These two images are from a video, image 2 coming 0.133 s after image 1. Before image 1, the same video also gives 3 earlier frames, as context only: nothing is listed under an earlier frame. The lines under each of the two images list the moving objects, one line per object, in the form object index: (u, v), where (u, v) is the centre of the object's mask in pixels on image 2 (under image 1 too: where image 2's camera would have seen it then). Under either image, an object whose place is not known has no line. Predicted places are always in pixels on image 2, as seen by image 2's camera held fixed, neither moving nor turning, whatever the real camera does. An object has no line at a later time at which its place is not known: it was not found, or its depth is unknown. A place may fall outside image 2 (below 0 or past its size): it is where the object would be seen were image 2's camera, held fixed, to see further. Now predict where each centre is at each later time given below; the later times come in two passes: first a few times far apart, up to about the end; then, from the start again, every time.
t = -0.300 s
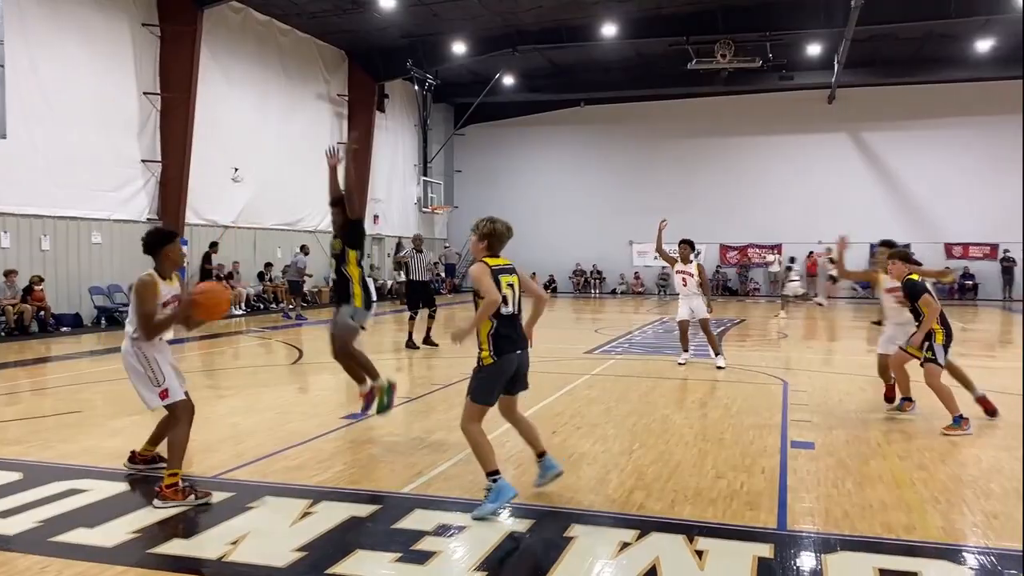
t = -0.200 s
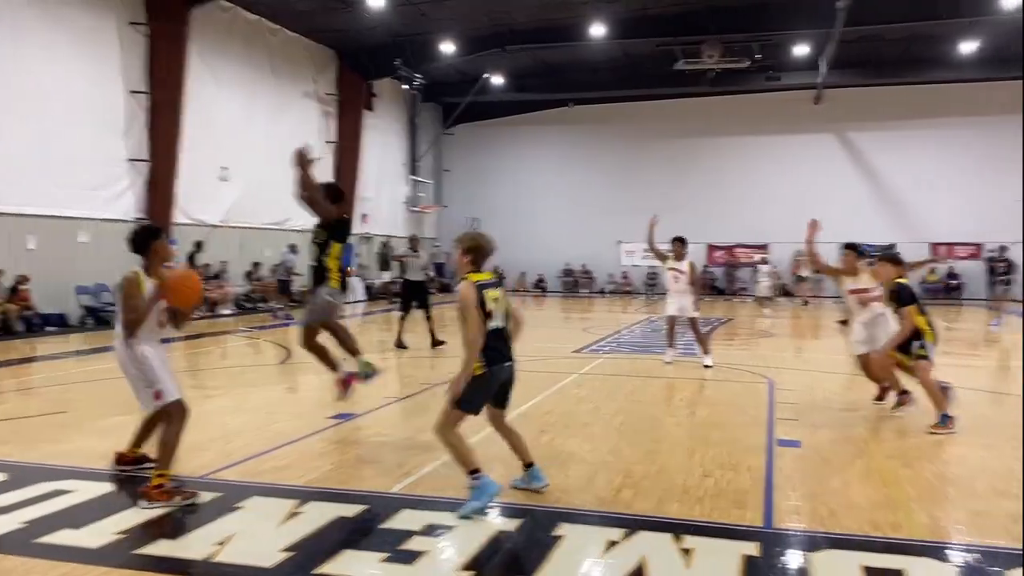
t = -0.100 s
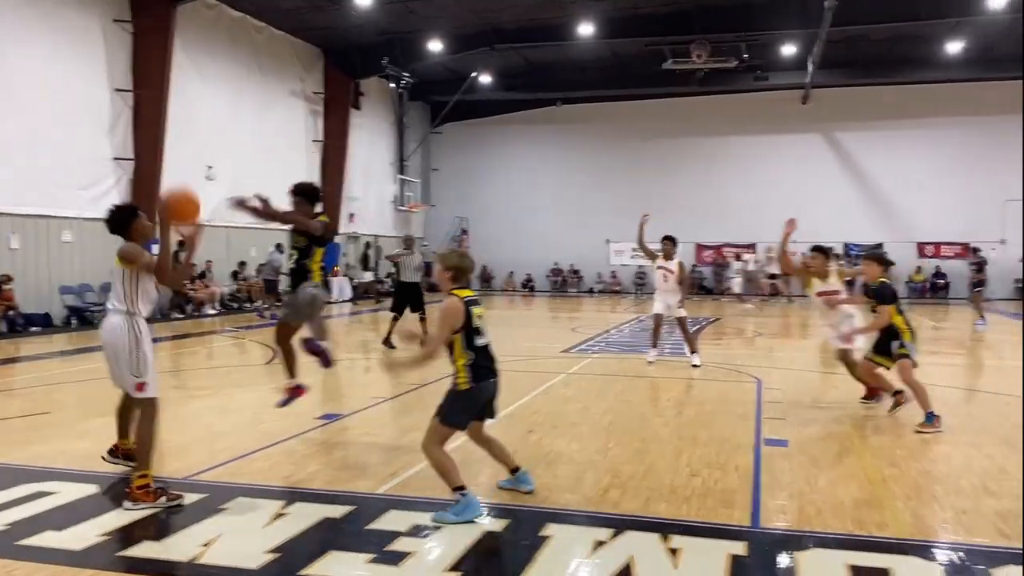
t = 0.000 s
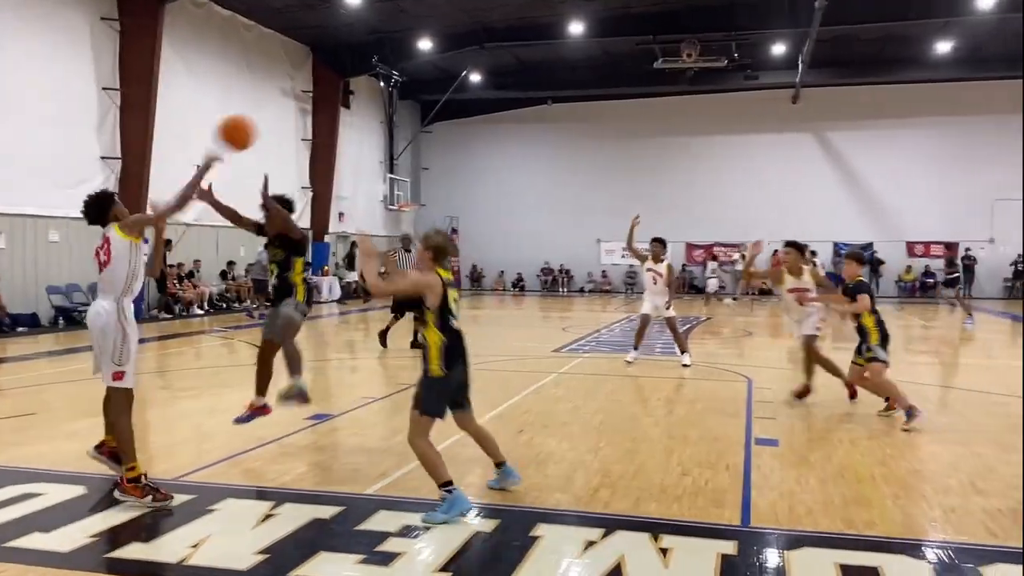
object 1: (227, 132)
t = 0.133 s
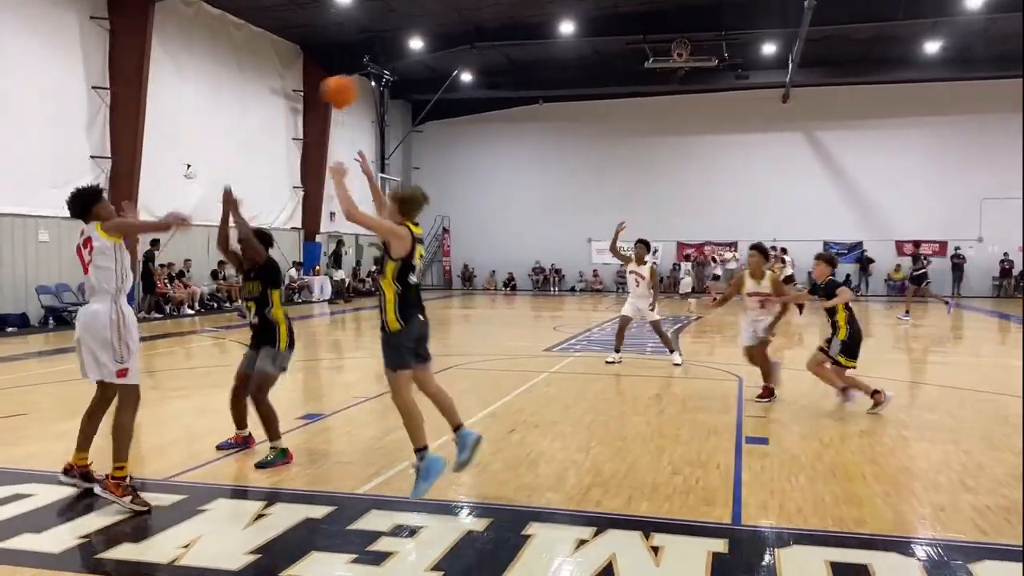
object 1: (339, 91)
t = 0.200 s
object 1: (386, 83)
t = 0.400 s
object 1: (486, 87)
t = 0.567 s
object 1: (547, 114)
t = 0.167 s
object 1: (363, 86)
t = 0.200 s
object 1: (386, 83)
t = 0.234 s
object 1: (405, 80)
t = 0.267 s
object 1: (423, 80)
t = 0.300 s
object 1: (440, 80)
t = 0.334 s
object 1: (457, 82)
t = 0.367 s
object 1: (472, 84)
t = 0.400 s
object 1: (486, 87)
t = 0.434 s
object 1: (499, 91)
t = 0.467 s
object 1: (512, 96)
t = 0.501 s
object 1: (524, 101)
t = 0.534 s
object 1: (536, 107)
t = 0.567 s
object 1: (547, 114)
